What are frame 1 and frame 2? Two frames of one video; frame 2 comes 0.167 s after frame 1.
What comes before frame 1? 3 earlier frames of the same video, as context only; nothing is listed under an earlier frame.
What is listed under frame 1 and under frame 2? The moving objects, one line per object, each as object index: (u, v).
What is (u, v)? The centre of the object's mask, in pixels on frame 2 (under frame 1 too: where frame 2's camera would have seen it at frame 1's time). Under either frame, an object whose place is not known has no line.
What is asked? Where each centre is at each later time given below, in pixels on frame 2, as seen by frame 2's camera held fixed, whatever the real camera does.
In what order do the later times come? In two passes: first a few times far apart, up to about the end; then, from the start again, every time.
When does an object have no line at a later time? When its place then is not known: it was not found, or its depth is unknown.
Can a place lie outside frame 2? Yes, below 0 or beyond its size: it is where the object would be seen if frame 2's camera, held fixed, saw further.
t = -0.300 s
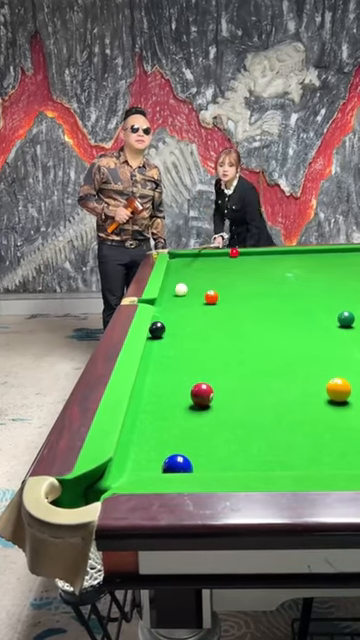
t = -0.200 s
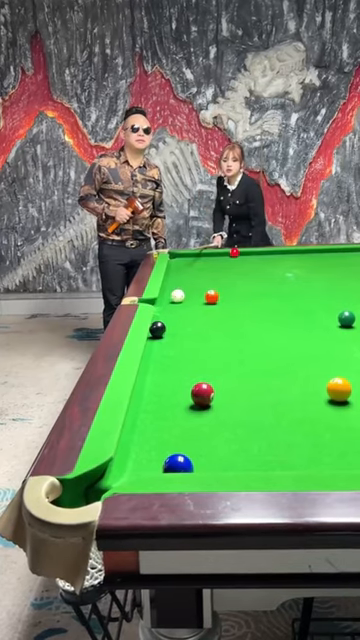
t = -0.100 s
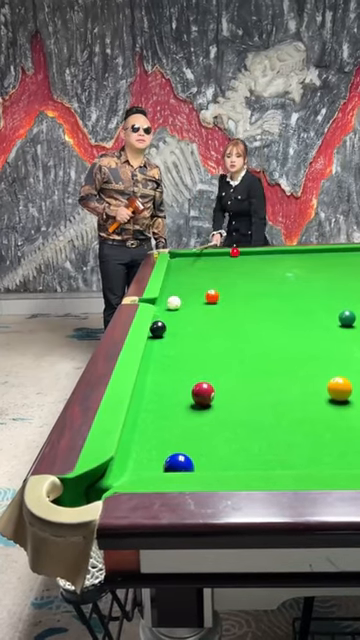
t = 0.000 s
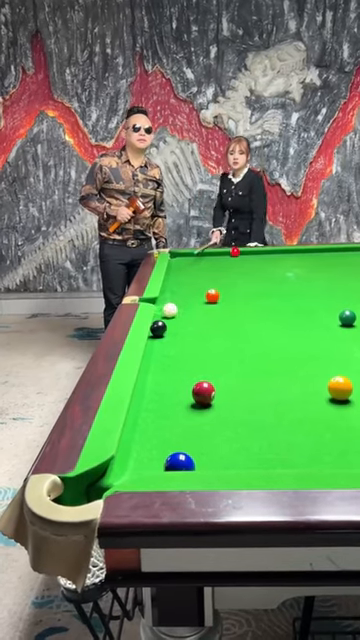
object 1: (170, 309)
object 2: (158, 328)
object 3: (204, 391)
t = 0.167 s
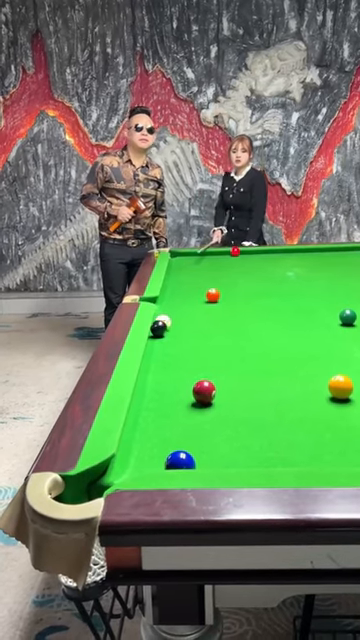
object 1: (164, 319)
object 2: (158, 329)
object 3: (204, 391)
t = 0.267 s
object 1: (163, 322)
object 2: (160, 335)
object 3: (204, 391)
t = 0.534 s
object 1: (163, 329)
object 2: (166, 351)
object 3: (204, 391)
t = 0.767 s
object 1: (163, 333)
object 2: (172, 367)
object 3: (204, 391)
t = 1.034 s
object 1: (162, 336)
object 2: (179, 387)
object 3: (204, 391)
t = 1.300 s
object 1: (162, 340)
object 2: (173, 406)
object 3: (216, 393)
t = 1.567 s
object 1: (162, 341)
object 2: (164, 425)
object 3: (225, 395)
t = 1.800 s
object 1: (162, 342)
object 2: (156, 442)
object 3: (230, 395)
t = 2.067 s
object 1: (163, 342)
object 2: (146, 459)
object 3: (229, 395)
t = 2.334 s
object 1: (163, 342)
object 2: (133, 464)
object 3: (229, 395)
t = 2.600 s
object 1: (163, 342)
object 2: (123, 464)
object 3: (229, 395)
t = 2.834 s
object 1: (163, 342)
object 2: (124, 464)
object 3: (229, 395)
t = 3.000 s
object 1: (163, 342)
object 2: (123, 464)
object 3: (229, 395)
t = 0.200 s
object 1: (164, 319)
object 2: (158, 330)
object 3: (204, 391)
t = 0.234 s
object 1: (163, 320)
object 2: (159, 333)
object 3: (204, 391)
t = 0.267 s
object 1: (163, 322)
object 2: (160, 335)
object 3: (204, 391)
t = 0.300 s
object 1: (163, 322)
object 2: (161, 337)
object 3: (204, 391)
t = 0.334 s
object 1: (163, 324)
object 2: (162, 339)
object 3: (204, 391)
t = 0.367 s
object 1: (163, 324)
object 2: (162, 340)
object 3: (204, 391)
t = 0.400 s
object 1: (163, 326)
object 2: (163, 343)
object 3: (204, 391)
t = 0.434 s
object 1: (163, 327)
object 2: (164, 345)
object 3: (204, 391)
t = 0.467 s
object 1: (163, 328)
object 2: (165, 347)
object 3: (204, 391)
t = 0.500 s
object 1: (163, 328)
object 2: (165, 349)
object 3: (204, 391)
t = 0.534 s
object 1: (163, 329)
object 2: (166, 351)
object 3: (204, 391)
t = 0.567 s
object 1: (163, 330)
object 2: (167, 353)
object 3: (204, 391)
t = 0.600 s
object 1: (163, 330)
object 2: (168, 356)
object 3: (204, 391)
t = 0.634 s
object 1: (163, 331)
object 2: (169, 358)
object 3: (204, 391)
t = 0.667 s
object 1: (163, 331)
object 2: (170, 360)
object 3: (204, 391)
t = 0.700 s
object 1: (163, 332)
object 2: (170, 362)
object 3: (204, 391)
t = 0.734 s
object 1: (163, 332)
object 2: (171, 365)
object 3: (204, 391)
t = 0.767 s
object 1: (163, 333)
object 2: (172, 367)
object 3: (204, 391)
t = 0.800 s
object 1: (162, 333)
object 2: (173, 369)
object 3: (204, 391)
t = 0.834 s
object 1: (163, 334)
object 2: (174, 372)
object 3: (204, 391)
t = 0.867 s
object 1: (162, 334)
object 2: (174, 374)
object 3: (204, 391)
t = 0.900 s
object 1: (162, 335)
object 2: (176, 377)
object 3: (204, 391)
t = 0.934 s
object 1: (162, 335)
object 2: (177, 380)
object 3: (204, 391)
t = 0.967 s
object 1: (162, 336)
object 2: (177, 382)
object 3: (204, 391)
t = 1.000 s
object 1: (162, 336)
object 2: (179, 385)
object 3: (204, 391)
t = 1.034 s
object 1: (162, 336)
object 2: (179, 387)
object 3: (204, 391)
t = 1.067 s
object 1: (162, 337)
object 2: (181, 390)
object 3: (204, 391)
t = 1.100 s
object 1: (162, 337)
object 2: (180, 392)
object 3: (206, 392)
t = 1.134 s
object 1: (162, 338)
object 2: (179, 394)
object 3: (208, 392)
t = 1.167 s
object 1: (162, 338)
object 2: (178, 397)
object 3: (210, 392)
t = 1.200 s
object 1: (162, 338)
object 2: (177, 399)
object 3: (211, 392)
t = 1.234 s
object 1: (162, 339)
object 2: (175, 402)
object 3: (213, 393)
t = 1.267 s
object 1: (162, 339)
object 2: (174, 404)
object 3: (215, 393)
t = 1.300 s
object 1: (162, 340)
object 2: (173, 406)
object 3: (216, 393)
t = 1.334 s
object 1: (162, 340)
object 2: (172, 409)
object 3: (218, 393)
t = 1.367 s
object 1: (162, 340)
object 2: (171, 411)
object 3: (218, 394)
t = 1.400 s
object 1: (162, 340)
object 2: (169, 414)
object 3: (220, 394)
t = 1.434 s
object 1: (162, 341)
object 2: (168, 416)
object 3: (221, 394)
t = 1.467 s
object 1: (162, 341)
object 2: (167, 418)
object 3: (222, 394)
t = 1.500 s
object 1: (162, 341)
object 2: (166, 421)
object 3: (224, 394)
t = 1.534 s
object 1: (161, 341)
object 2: (165, 423)
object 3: (224, 394)
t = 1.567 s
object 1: (162, 341)
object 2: (164, 425)
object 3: (225, 395)
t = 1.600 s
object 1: (162, 342)
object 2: (163, 428)
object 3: (226, 395)
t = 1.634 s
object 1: (162, 342)
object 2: (162, 430)
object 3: (227, 395)
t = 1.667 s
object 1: (162, 341)
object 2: (160, 433)
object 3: (228, 395)
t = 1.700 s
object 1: (162, 342)
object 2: (160, 435)
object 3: (228, 395)
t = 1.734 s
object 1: (162, 342)
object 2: (158, 437)
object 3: (229, 395)
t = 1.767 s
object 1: (162, 342)
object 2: (157, 440)
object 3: (229, 395)
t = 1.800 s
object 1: (162, 342)
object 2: (156, 442)
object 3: (230, 395)
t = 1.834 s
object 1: (163, 342)
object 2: (154, 446)
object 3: (230, 395)
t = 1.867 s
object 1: (163, 342)
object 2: (154, 447)
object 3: (230, 395)
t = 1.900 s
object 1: (163, 342)
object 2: (152, 449)
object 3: (230, 396)
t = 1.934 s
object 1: (163, 342)
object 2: (151, 452)
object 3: (229, 396)
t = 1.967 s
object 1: (163, 342)
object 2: (150, 454)
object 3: (229, 396)
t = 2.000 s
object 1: (163, 342)
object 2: (149, 456)
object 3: (229, 396)
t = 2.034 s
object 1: (163, 342)
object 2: (148, 457)
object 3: (229, 396)
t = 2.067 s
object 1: (163, 342)
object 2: (146, 459)
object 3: (229, 395)
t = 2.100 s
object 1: (162, 342)
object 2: (145, 461)
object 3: (229, 395)
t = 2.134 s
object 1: (162, 342)
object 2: (144, 462)
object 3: (229, 395)
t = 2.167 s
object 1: (163, 342)
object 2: (142, 463)
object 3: (229, 395)
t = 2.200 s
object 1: (163, 342)
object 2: (141, 464)
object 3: (229, 395)
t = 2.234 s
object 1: (163, 342)
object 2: (139, 464)
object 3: (229, 395)
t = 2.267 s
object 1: (162, 342)
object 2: (136, 464)
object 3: (229, 395)
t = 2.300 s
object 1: (163, 342)
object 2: (135, 464)
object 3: (229, 395)
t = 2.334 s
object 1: (163, 342)
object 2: (133, 464)
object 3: (229, 395)
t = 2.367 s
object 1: (163, 342)
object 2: (132, 464)
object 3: (229, 395)
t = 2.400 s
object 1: (163, 342)
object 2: (130, 464)
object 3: (229, 395)
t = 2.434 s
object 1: (163, 342)
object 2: (128, 464)
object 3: (229, 395)
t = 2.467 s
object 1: (163, 342)
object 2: (127, 464)
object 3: (229, 395)
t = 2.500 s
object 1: (163, 342)
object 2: (126, 464)
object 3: (229, 395)
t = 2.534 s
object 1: (162, 342)
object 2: (125, 464)
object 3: (229, 395)
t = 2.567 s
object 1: (163, 342)
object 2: (123, 464)
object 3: (229, 395)
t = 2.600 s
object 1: (163, 342)
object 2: (123, 464)
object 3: (229, 395)
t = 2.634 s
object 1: (163, 342)
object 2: (124, 464)
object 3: (229, 395)
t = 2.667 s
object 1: (163, 342)
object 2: (124, 464)
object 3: (229, 395)
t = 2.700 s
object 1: (163, 342)
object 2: (124, 464)
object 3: (229, 395)
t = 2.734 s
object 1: (163, 342)
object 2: (124, 464)
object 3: (229, 395)
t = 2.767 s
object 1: (163, 342)
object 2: (124, 464)
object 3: (229, 395)
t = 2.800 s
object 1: (163, 342)
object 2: (124, 464)
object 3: (229, 395)
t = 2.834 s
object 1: (163, 342)
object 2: (124, 464)
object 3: (229, 395)
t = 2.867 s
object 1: (163, 342)
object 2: (124, 464)
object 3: (229, 395)
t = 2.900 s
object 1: (162, 342)
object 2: (123, 464)
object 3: (229, 395)
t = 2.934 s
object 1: (163, 342)
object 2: (123, 464)
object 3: (229, 395)
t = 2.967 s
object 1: (163, 342)
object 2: (123, 464)
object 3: (229, 395)
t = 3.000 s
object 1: (163, 342)
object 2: (123, 464)
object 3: (229, 395)
